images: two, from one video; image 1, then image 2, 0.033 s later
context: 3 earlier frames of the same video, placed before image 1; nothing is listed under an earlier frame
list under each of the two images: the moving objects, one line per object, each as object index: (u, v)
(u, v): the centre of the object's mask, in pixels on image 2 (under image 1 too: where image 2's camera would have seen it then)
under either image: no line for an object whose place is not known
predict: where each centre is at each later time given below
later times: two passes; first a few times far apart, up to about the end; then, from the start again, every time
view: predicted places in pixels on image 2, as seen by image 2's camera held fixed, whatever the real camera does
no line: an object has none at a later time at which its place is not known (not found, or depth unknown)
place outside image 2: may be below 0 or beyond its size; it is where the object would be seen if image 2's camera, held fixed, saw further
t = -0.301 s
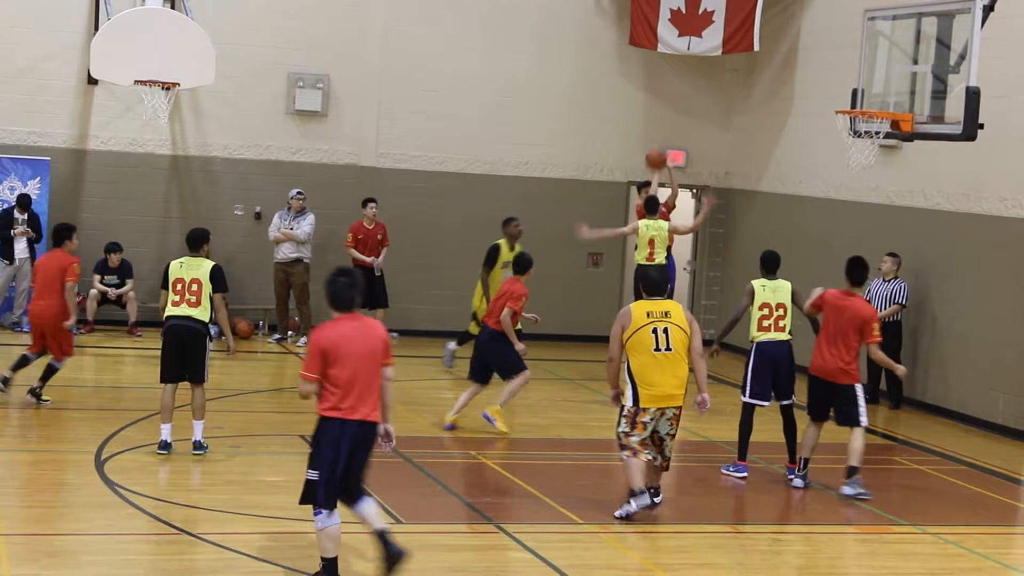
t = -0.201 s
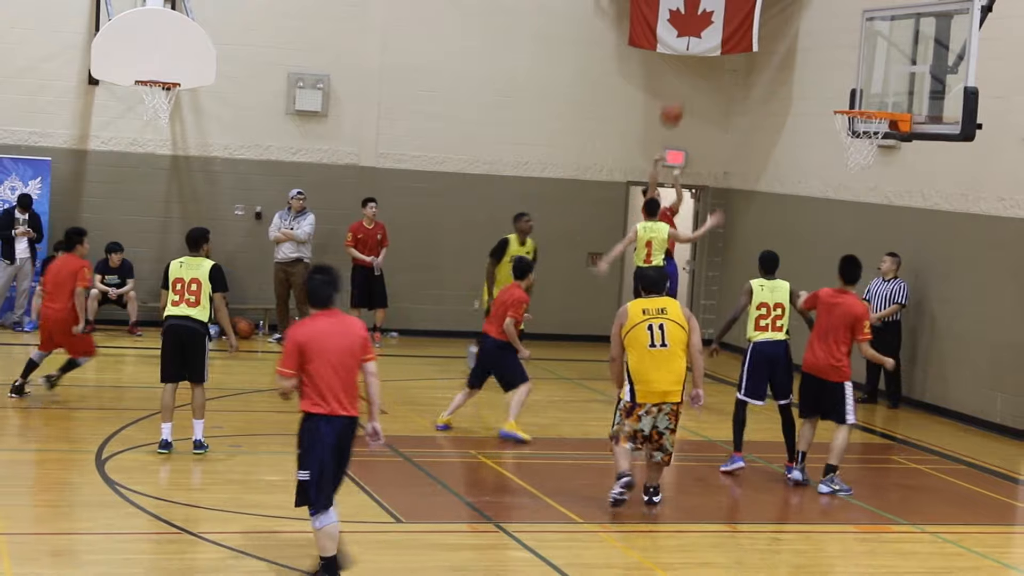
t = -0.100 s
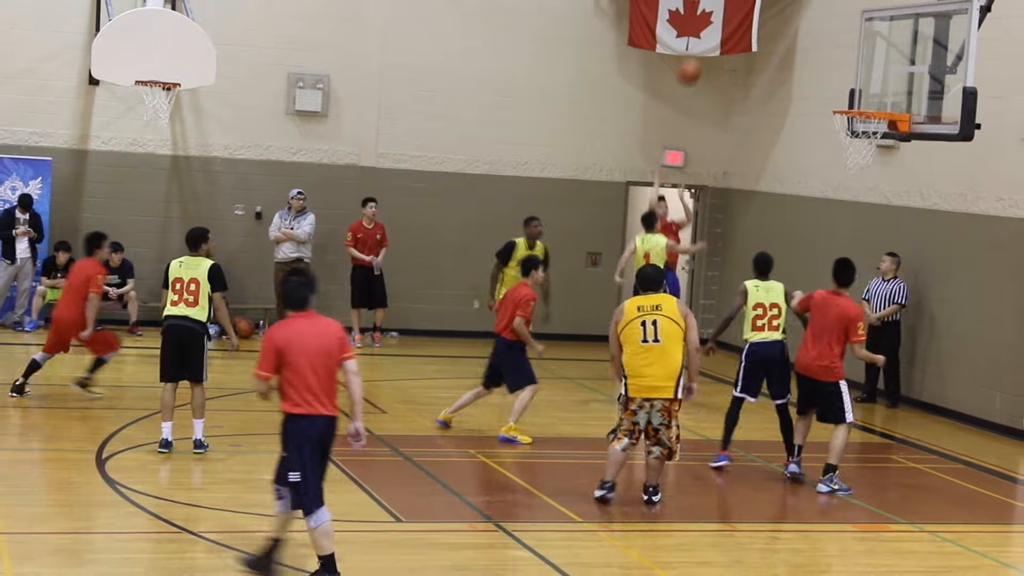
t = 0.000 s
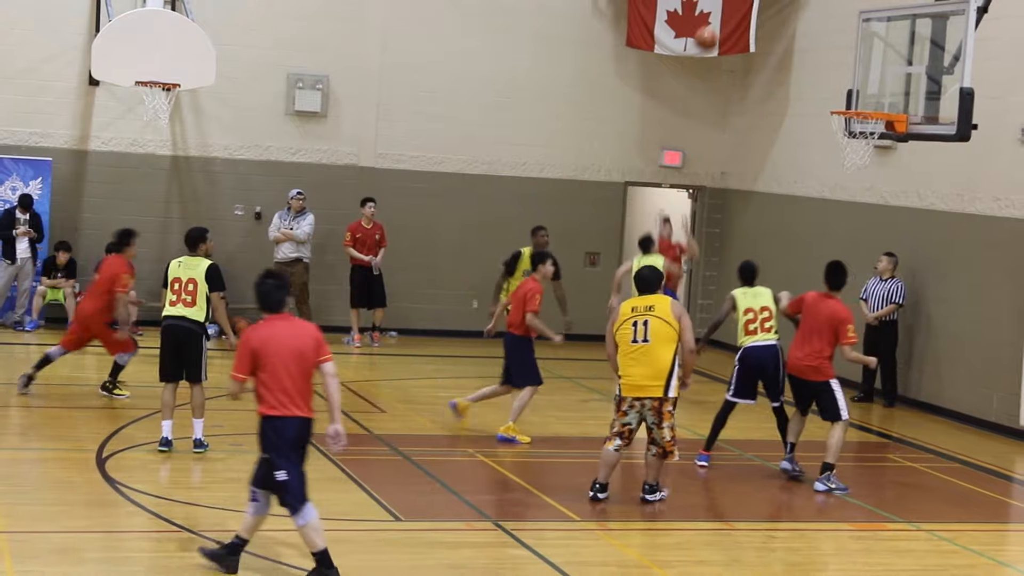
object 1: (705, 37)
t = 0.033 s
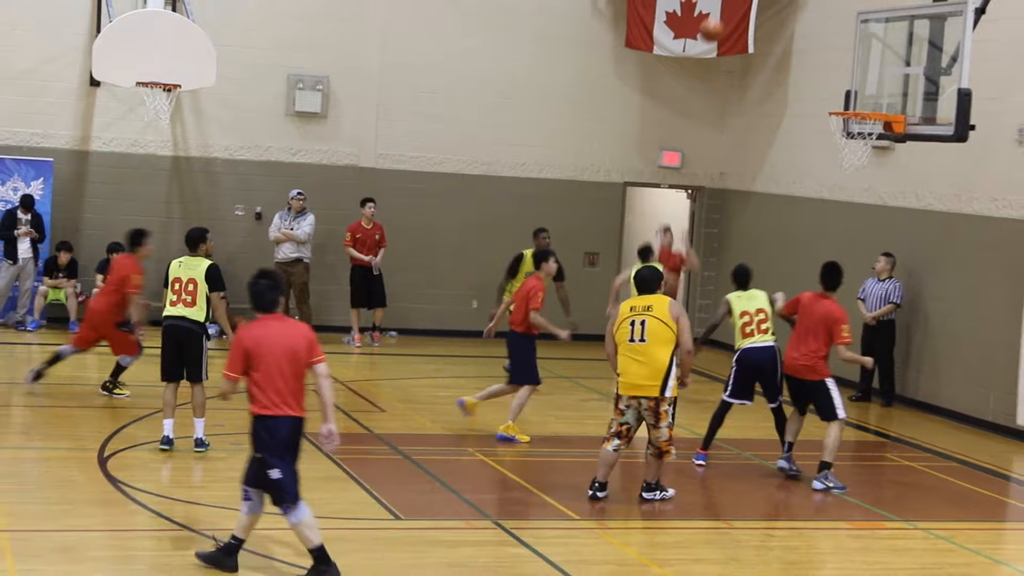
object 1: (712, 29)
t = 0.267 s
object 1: (754, -7)
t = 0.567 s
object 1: (811, 25)
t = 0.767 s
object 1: (844, 103)
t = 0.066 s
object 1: (718, 22)
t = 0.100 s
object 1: (724, 14)
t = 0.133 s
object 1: (730, 8)
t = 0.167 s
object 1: (735, 4)
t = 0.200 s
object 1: (740, -2)
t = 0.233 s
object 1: (749, -6)
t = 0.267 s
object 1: (754, -7)
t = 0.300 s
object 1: (761, -9)
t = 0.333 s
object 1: (767, -9)
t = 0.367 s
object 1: (773, -8)
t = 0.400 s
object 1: (776, -3)
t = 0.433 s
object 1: (782, 1)
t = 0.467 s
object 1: (792, 2)
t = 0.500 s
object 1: (799, 6)
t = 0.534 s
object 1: (805, 14)
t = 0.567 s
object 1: (811, 25)
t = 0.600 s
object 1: (818, 34)
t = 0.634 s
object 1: (824, 46)
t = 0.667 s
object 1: (826, 60)
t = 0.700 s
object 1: (835, 73)
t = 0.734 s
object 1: (838, 90)
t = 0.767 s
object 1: (844, 103)
